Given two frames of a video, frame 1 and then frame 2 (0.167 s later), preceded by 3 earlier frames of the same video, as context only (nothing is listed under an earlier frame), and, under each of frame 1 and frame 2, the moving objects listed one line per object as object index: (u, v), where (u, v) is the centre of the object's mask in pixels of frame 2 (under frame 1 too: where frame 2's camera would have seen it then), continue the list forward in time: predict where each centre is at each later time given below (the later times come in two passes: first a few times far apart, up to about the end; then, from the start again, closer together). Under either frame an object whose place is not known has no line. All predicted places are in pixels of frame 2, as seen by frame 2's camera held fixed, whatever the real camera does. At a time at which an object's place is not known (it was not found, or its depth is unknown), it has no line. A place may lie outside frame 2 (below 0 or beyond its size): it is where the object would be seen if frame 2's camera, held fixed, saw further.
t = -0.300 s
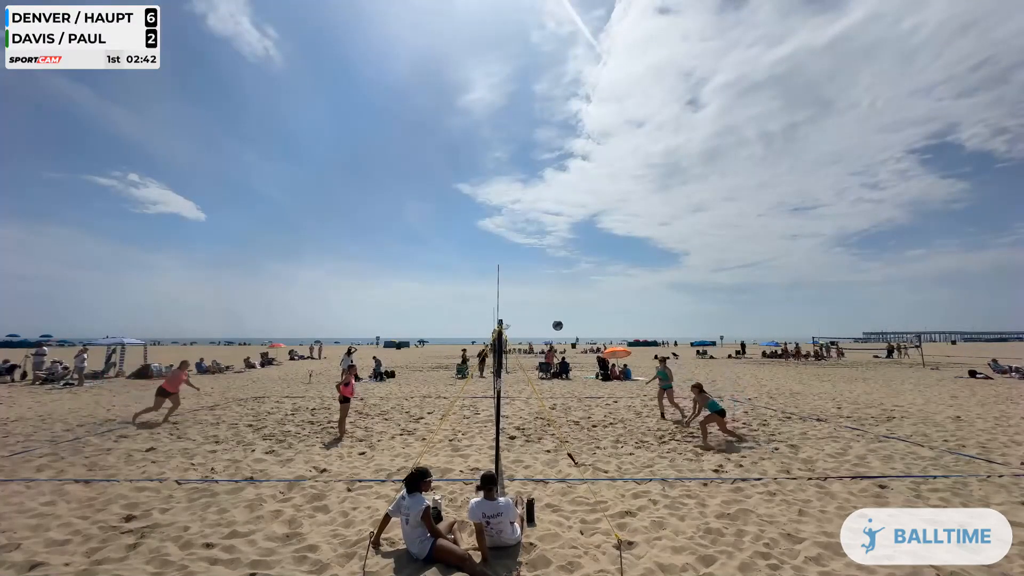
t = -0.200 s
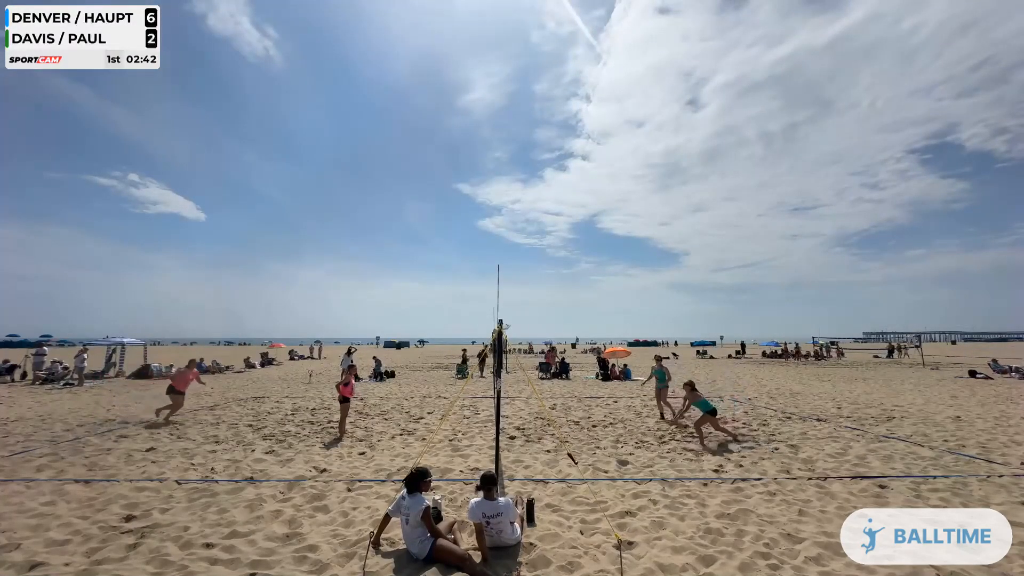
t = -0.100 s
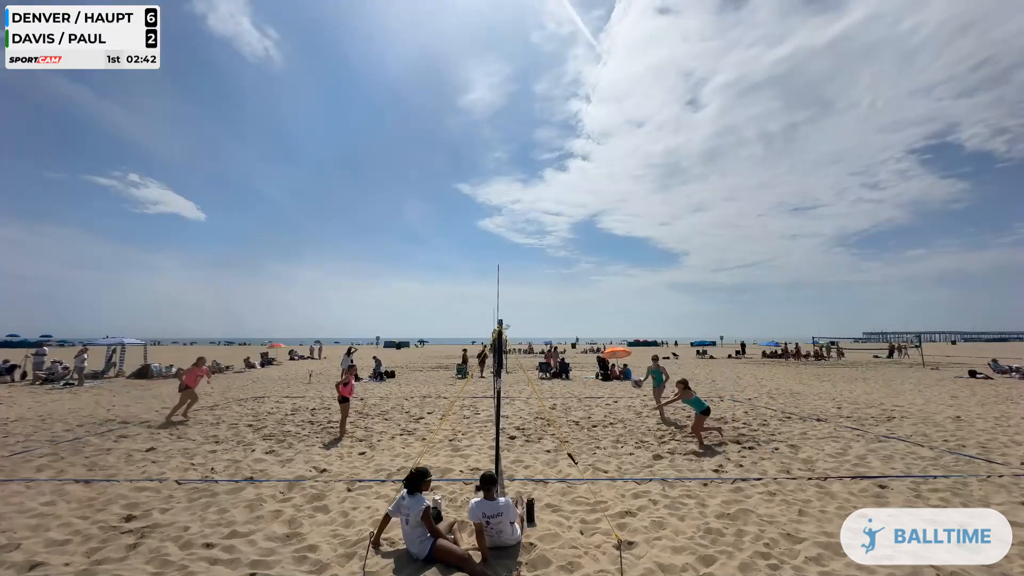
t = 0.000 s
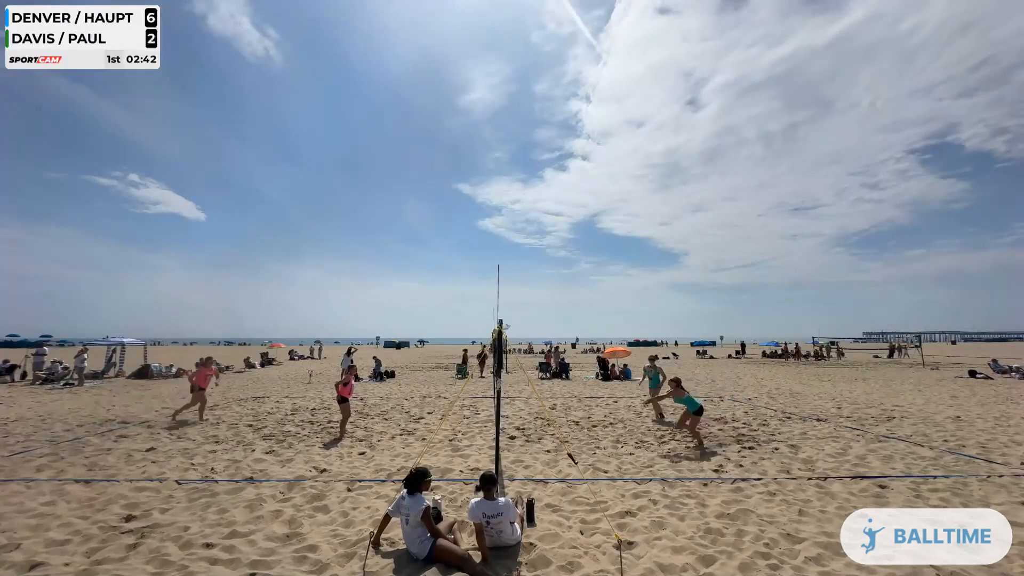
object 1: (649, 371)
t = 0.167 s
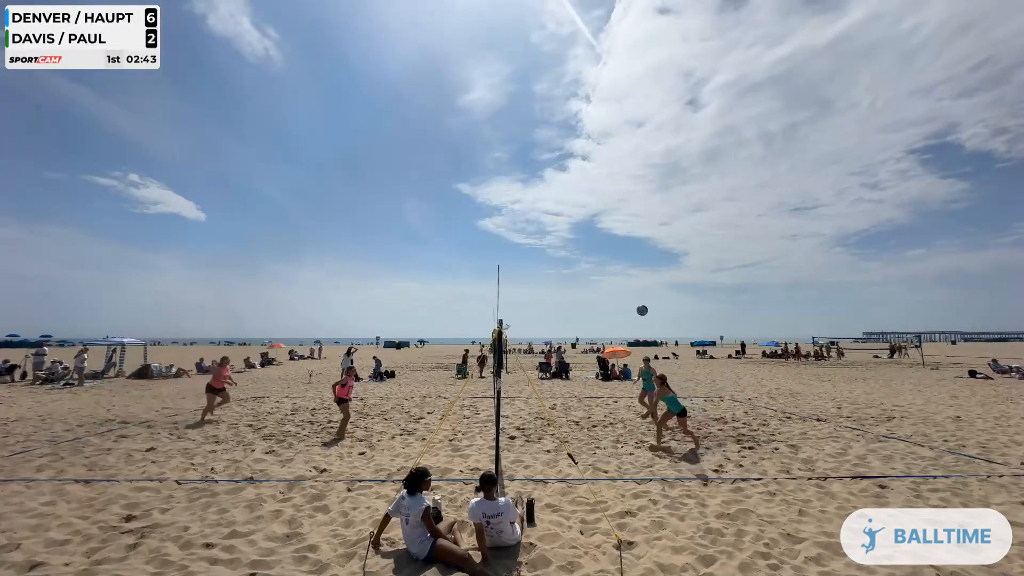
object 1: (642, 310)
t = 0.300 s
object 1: (638, 275)
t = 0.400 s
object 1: (636, 255)
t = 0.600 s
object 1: (634, 231)
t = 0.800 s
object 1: (633, 225)
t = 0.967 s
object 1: (632, 235)
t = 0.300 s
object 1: (638, 275)
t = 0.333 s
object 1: (638, 268)
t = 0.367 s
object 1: (637, 261)
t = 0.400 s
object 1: (636, 255)
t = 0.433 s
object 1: (636, 250)
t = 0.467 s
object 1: (636, 245)
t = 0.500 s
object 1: (635, 241)
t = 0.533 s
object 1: (635, 237)
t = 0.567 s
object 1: (634, 233)
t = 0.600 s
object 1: (634, 231)
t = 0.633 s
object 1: (634, 229)
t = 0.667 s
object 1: (633, 227)
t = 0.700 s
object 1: (633, 226)
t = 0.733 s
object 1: (633, 225)
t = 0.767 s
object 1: (633, 225)
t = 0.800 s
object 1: (633, 225)
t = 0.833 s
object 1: (633, 226)
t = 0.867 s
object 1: (633, 227)
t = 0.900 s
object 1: (633, 229)
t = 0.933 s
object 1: (633, 232)
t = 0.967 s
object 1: (632, 235)
